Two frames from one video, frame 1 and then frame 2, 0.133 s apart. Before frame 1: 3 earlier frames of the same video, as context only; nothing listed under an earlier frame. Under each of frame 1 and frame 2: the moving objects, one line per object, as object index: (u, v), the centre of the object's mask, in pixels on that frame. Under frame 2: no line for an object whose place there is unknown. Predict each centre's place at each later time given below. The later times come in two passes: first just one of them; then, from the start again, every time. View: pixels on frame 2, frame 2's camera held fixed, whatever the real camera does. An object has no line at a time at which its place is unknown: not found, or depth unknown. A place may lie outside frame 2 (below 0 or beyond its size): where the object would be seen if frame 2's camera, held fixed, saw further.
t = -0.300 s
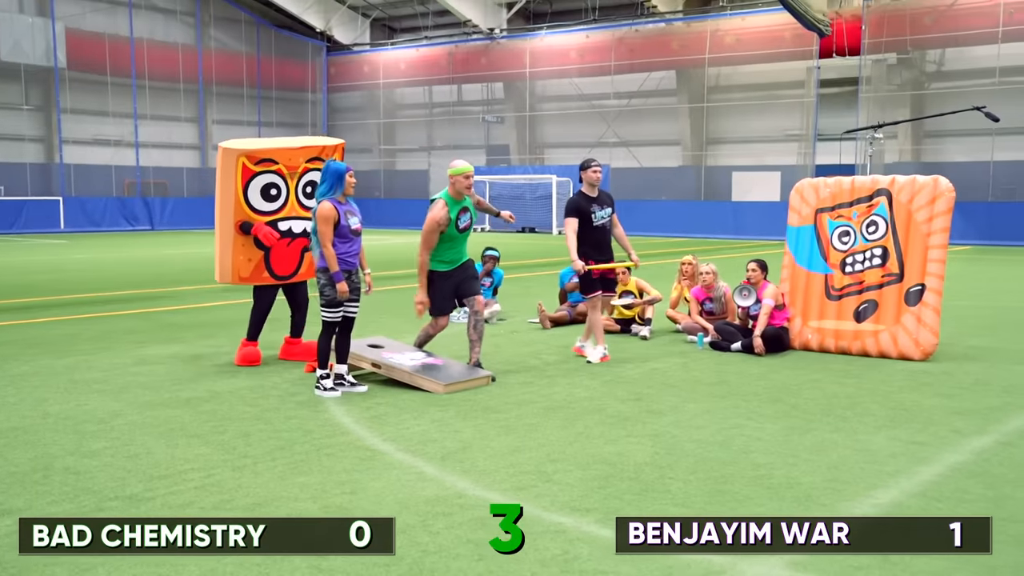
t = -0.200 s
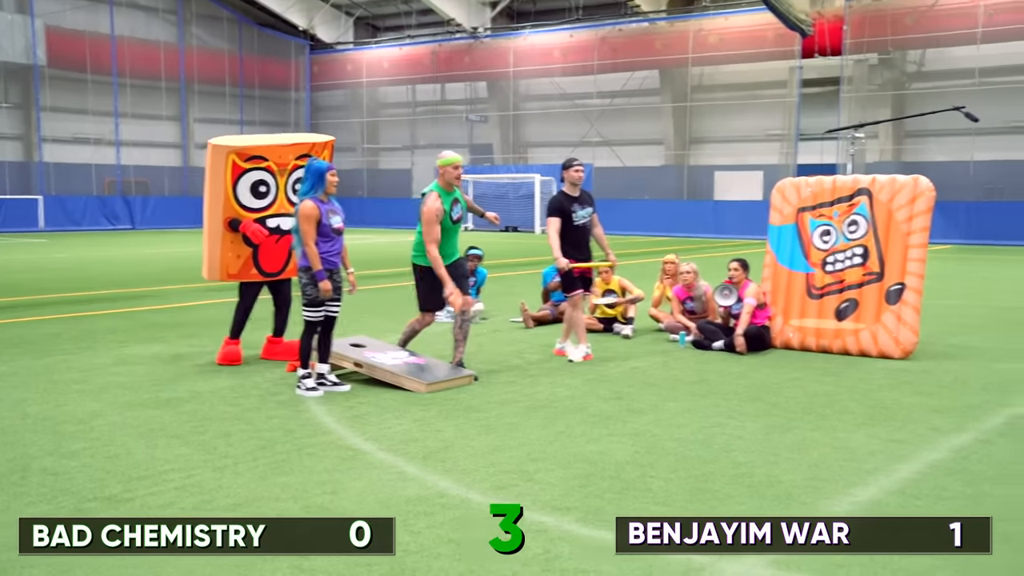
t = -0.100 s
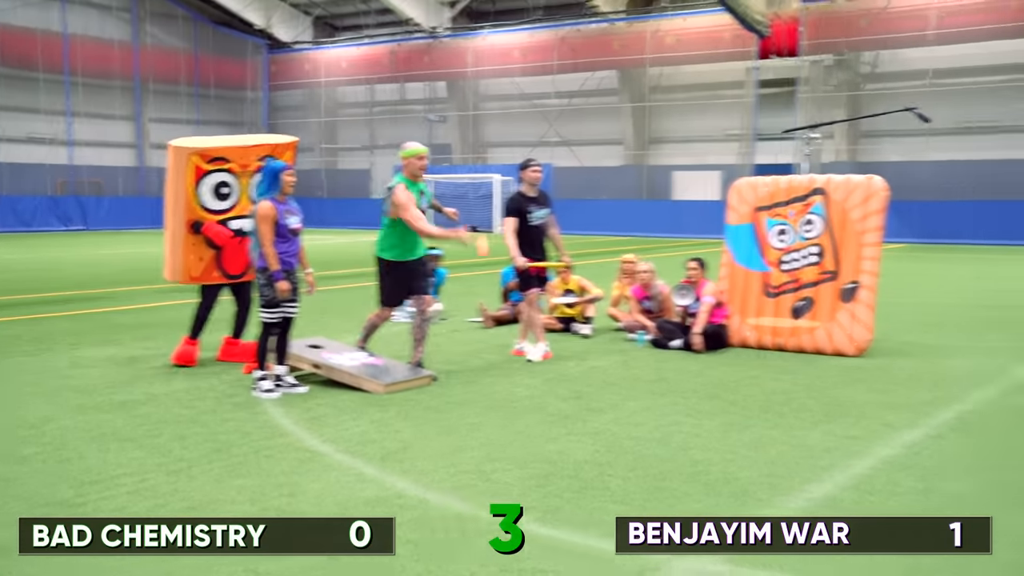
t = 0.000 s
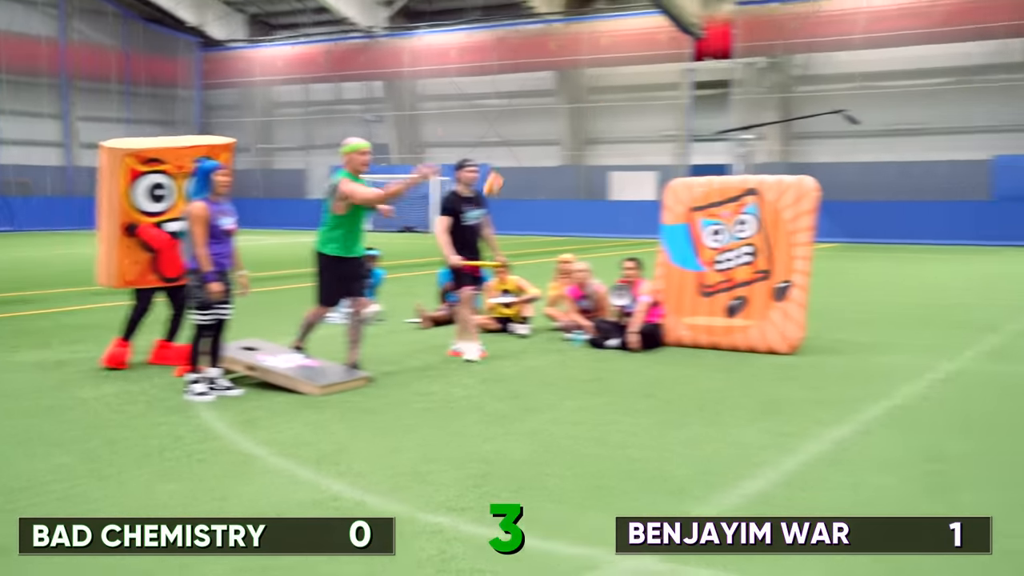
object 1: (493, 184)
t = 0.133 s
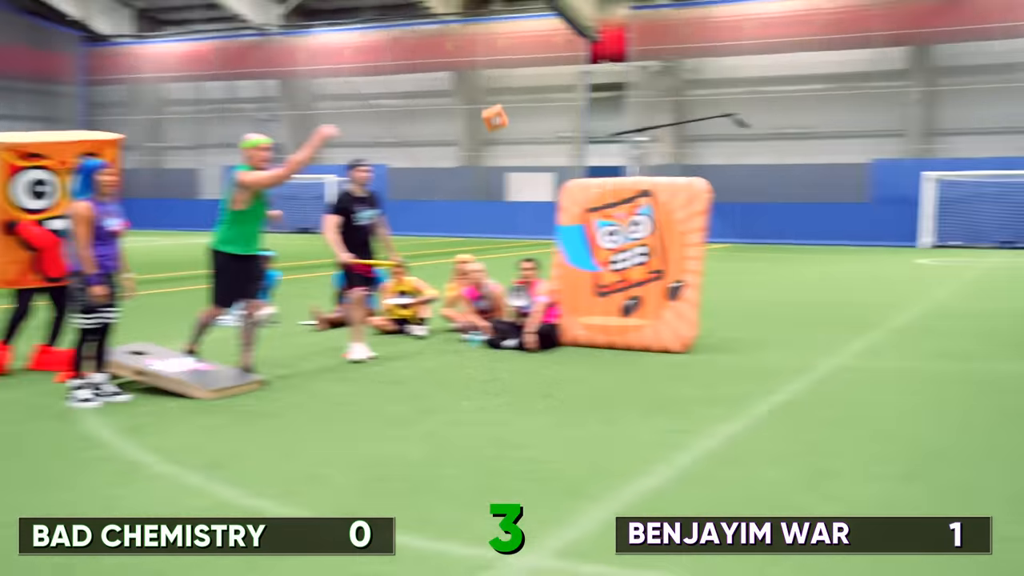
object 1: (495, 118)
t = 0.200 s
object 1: (548, 92)
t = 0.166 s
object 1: (521, 104)
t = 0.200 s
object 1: (548, 92)
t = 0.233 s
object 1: (576, 81)
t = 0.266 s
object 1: (605, 71)
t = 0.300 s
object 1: (636, 63)
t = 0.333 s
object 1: (667, 56)
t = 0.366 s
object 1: (698, 50)
